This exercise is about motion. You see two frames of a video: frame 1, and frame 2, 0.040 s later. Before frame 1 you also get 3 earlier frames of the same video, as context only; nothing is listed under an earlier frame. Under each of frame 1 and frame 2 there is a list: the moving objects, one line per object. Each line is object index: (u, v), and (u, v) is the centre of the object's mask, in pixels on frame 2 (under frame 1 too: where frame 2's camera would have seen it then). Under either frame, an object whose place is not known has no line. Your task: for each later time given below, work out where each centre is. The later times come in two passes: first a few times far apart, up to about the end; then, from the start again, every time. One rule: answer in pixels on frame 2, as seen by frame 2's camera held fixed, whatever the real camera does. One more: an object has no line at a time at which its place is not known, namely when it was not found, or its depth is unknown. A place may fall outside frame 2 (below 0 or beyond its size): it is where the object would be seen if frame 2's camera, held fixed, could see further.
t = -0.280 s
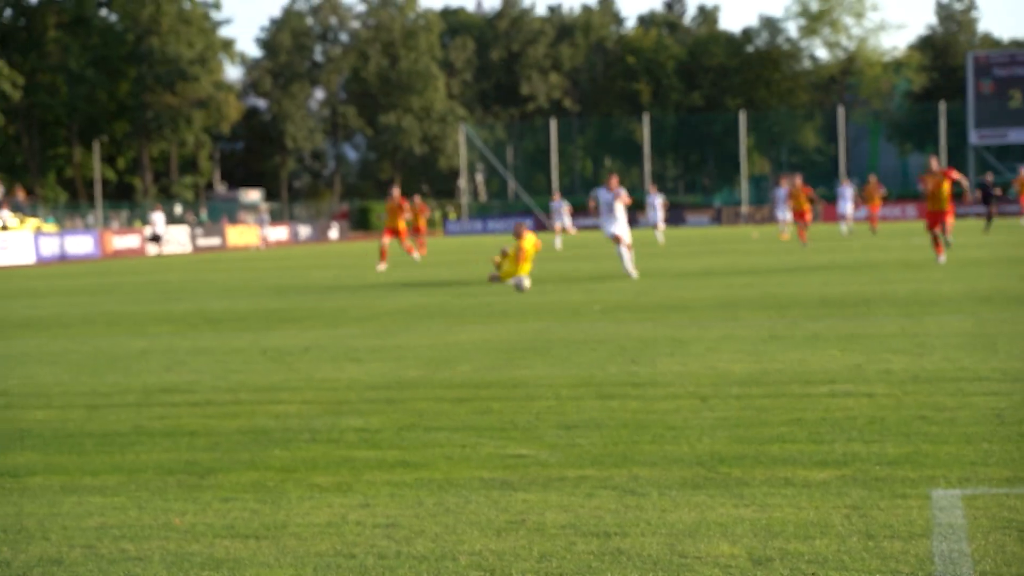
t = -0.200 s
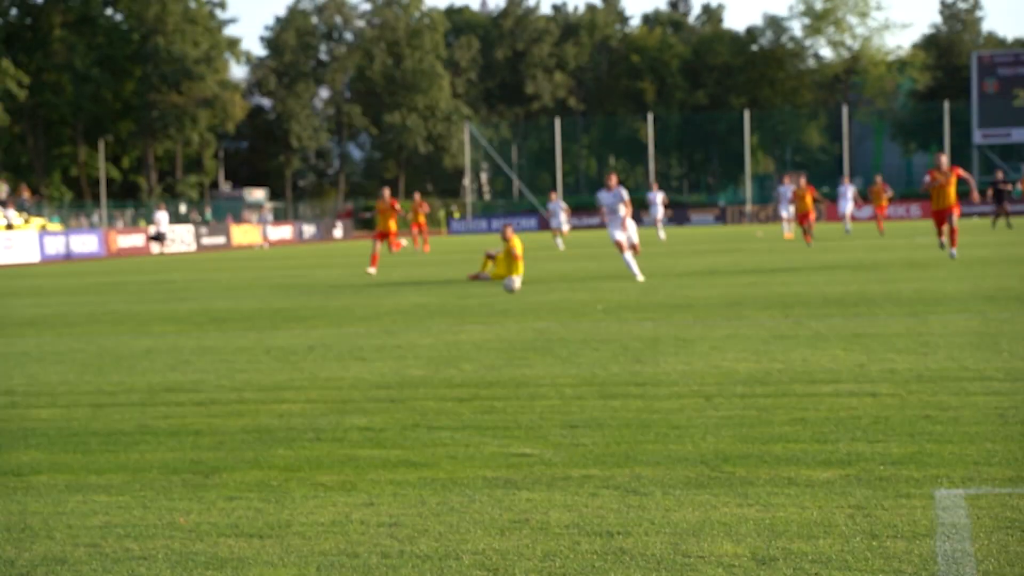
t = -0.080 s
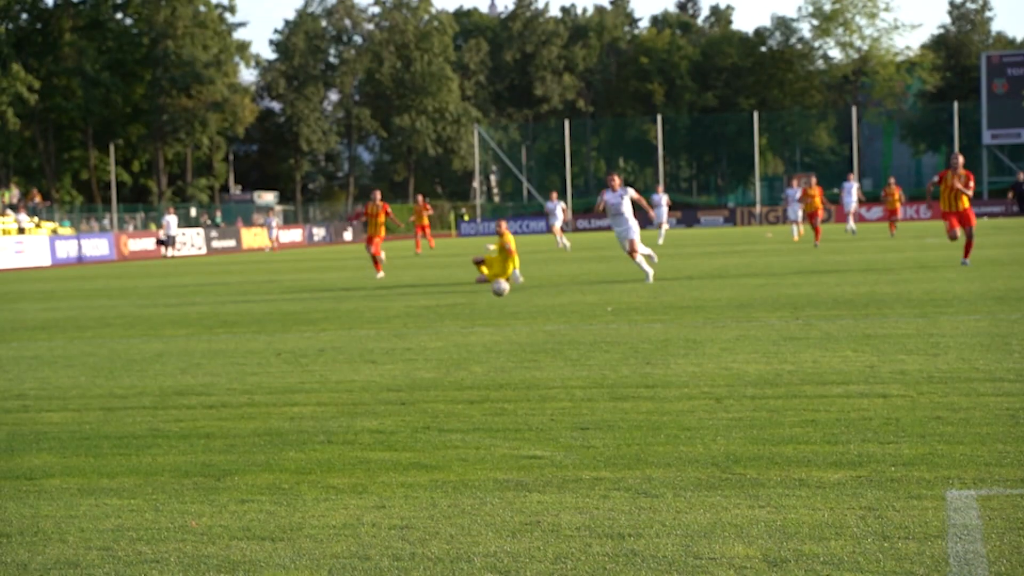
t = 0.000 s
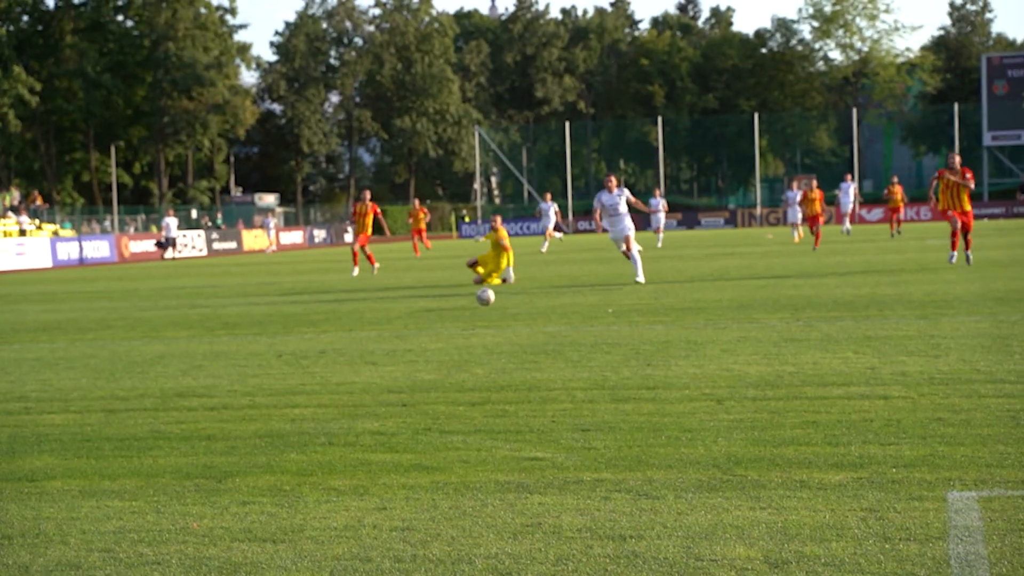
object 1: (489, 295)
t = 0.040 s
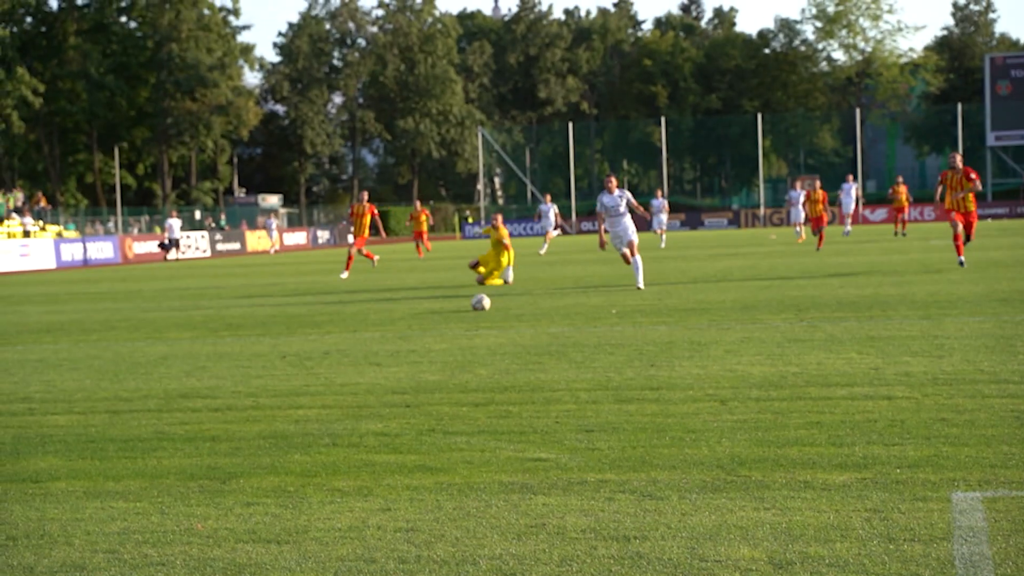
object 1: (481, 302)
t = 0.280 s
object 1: (443, 306)
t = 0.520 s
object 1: (406, 314)
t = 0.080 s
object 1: (474, 301)
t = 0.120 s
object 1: (468, 300)
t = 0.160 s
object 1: (462, 300)
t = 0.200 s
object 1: (456, 301)
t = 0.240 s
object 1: (450, 303)
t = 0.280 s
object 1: (443, 306)
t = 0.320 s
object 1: (435, 315)
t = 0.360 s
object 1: (429, 315)
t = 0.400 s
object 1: (423, 313)
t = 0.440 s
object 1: (418, 310)
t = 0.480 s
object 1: (412, 312)
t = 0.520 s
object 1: (406, 314)
